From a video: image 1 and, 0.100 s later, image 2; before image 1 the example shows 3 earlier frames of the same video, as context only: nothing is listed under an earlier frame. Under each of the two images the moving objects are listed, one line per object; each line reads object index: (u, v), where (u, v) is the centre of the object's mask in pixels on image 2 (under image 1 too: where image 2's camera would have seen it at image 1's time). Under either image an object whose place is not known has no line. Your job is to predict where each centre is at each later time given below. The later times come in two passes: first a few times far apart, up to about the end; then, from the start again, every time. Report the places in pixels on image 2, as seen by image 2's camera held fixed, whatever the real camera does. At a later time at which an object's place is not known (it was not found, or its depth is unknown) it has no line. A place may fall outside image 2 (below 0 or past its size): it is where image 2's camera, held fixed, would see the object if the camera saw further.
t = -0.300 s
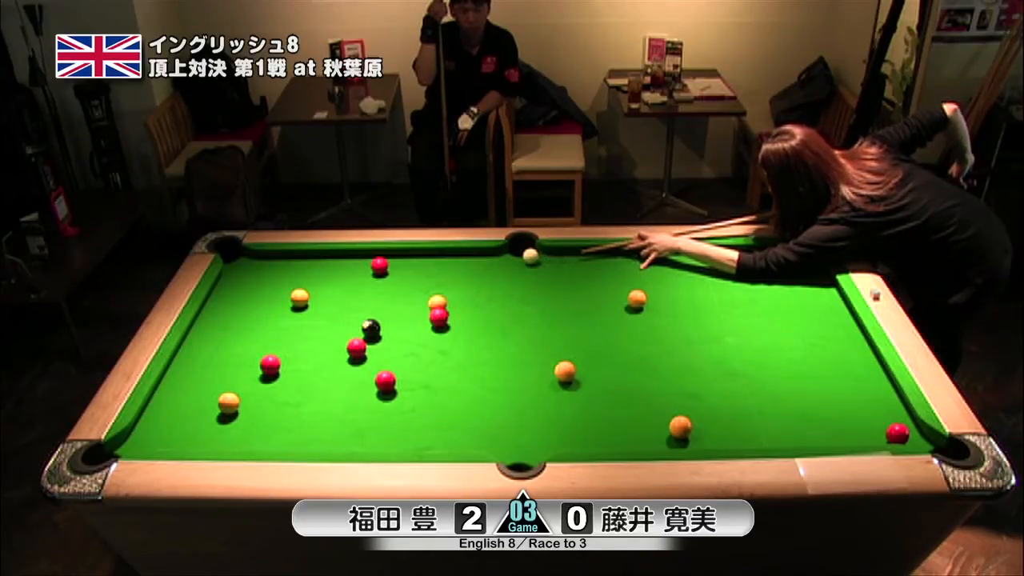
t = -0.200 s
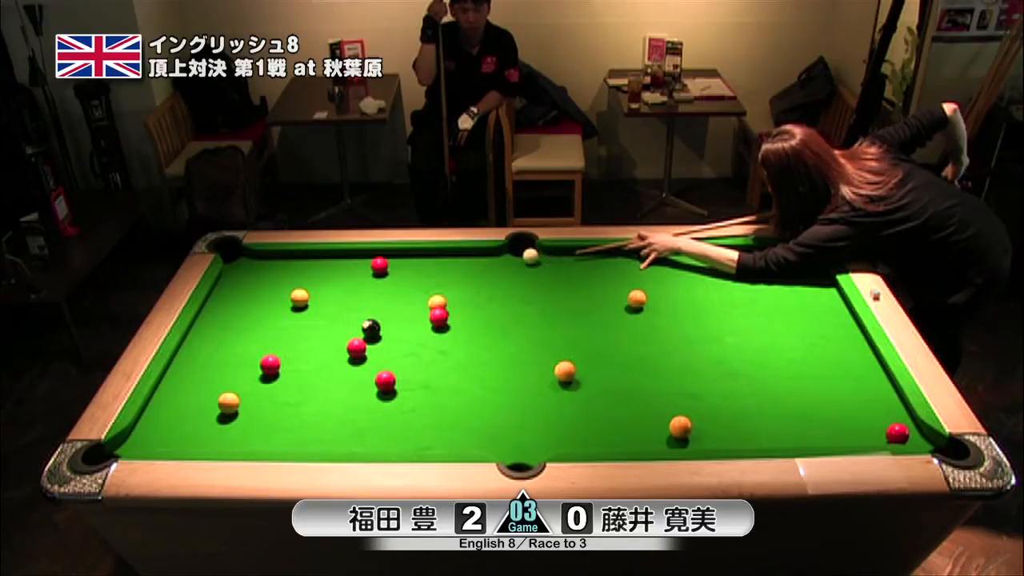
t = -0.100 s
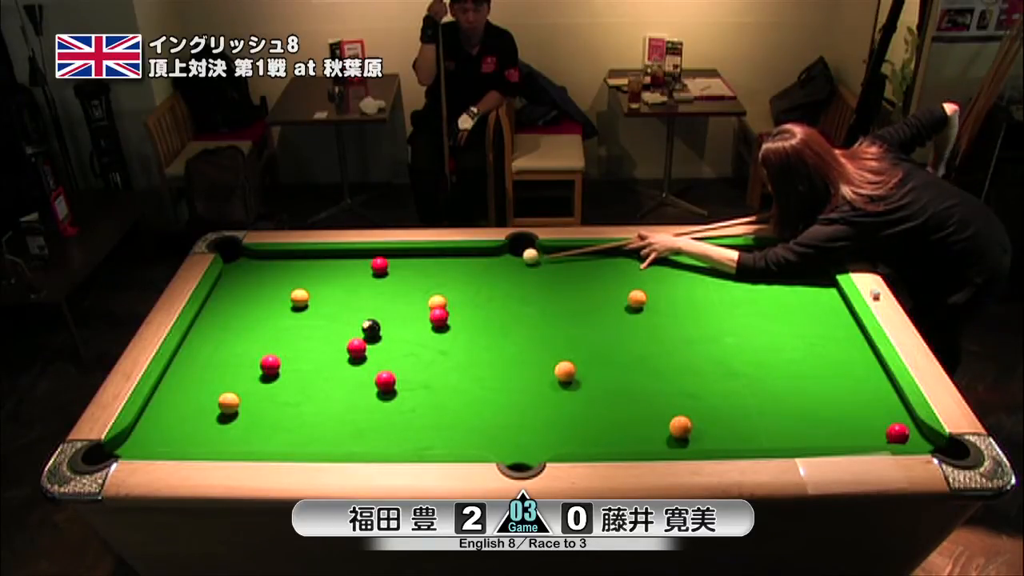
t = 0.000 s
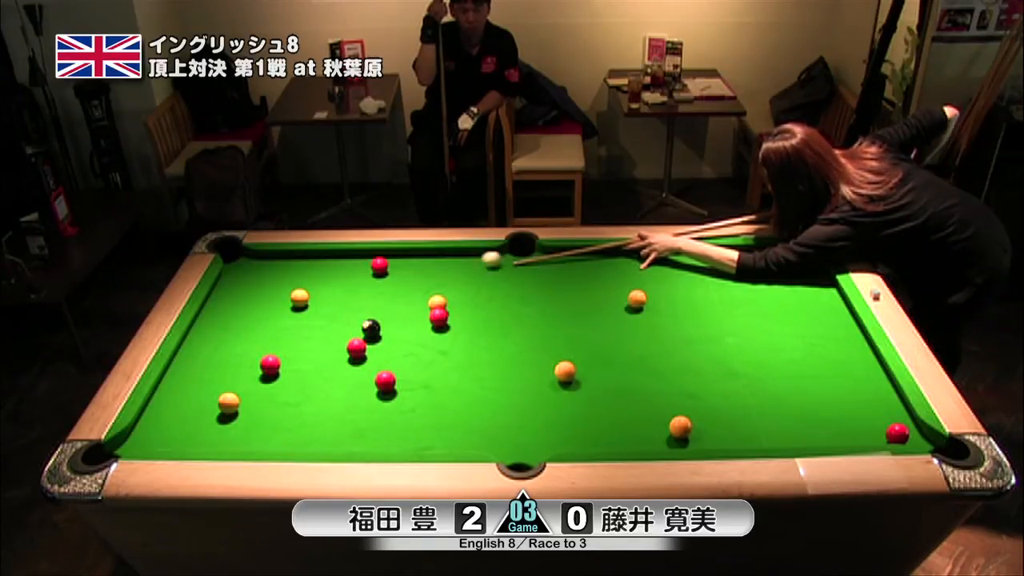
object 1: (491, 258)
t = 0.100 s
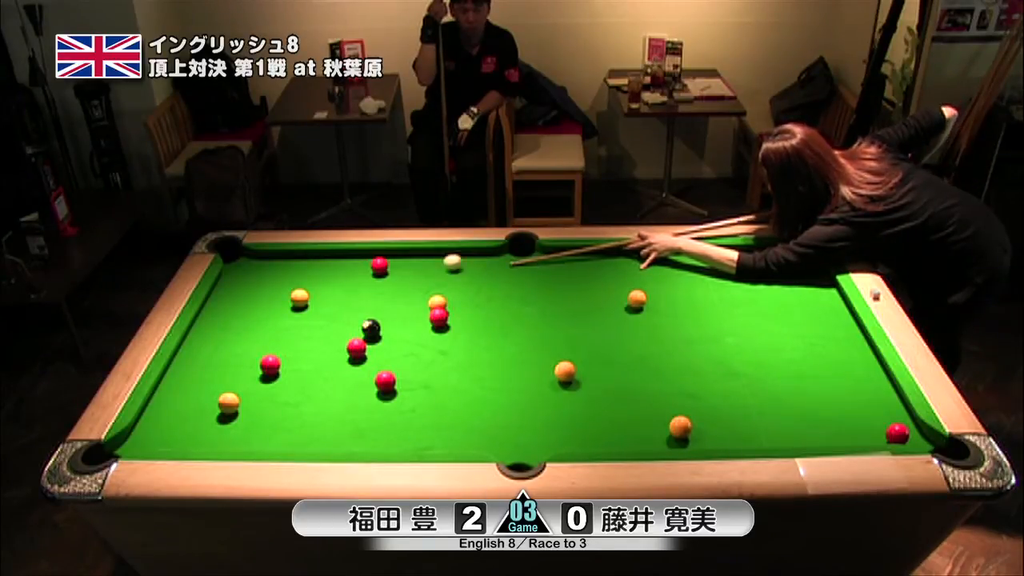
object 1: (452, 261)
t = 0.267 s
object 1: (406, 265)
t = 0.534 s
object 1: (388, 273)
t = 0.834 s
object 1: (377, 280)
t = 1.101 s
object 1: (370, 286)
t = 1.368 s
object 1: (363, 291)
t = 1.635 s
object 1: (359, 294)
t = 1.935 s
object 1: (355, 297)
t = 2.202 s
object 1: (355, 297)
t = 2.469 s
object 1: (355, 297)
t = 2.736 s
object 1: (355, 297)
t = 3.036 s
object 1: (355, 297)
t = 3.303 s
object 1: (355, 297)
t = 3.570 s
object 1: (355, 297)
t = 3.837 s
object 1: (355, 297)
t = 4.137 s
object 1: (355, 297)
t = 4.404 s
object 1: (355, 297)
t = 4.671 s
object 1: (355, 297)
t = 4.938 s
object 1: (355, 297)
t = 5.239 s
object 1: (355, 297)
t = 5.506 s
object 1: (355, 297)
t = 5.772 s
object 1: (355, 297)
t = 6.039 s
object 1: (355, 297)
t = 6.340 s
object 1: (355, 297)
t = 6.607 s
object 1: (355, 297)
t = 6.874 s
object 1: (355, 297)
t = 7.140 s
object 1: (355, 297)
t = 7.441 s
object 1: (355, 297)
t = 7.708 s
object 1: (355, 297)
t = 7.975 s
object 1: (355, 297)
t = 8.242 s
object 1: (355, 297)
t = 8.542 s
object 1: (355, 297)
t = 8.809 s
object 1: (355, 297)
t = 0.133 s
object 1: (441, 262)
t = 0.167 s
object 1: (431, 263)
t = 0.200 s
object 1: (422, 264)
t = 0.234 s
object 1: (414, 265)
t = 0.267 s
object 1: (406, 265)
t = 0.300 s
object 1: (399, 266)
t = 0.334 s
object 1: (395, 267)
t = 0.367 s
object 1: (394, 268)
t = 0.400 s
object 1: (393, 269)
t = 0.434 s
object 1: (392, 270)
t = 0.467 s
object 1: (390, 271)
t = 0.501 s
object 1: (389, 272)
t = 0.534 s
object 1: (388, 273)
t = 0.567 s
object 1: (387, 274)
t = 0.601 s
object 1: (385, 275)
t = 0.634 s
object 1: (384, 276)
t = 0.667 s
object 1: (383, 277)
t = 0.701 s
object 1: (382, 277)
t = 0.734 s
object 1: (381, 278)
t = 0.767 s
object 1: (380, 279)
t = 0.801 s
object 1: (378, 280)
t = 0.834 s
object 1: (377, 280)
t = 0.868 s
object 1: (376, 281)
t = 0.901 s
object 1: (375, 282)
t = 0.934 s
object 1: (374, 283)
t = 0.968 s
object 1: (373, 283)
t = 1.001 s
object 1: (372, 284)
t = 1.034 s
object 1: (371, 285)
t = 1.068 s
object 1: (370, 286)
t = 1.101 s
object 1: (370, 286)
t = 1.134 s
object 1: (369, 287)
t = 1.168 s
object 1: (368, 287)
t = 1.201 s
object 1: (367, 288)
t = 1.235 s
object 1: (366, 289)
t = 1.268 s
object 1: (365, 289)
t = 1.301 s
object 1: (365, 290)
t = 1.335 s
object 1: (364, 290)
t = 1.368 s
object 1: (363, 291)
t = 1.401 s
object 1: (363, 291)
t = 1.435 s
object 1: (362, 292)
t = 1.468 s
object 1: (361, 293)
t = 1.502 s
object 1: (361, 293)
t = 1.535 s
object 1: (360, 293)
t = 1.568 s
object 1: (360, 294)
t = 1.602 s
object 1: (359, 294)
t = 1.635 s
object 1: (359, 294)
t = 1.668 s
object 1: (358, 295)
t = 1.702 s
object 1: (358, 295)
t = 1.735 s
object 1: (357, 295)
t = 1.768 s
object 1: (357, 296)
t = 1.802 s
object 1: (356, 296)
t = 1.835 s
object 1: (356, 296)
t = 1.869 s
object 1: (356, 296)
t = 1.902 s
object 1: (355, 296)
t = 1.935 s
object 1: (355, 297)
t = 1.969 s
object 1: (355, 297)
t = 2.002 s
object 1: (355, 297)
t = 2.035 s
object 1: (355, 297)
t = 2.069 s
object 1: (355, 297)
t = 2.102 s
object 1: (355, 297)
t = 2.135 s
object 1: (355, 297)
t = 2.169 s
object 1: (355, 297)
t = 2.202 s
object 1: (355, 297)
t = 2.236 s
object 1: (355, 297)
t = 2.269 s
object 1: (355, 297)
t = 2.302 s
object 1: (355, 297)
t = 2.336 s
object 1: (355, 297)
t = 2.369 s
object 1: (355, 297)
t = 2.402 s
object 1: (355, 297)
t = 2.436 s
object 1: (355, 297)
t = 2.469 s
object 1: (355, 297)
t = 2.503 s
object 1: (355, 297)
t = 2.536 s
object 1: (355, 297)
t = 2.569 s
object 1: (355, 297)
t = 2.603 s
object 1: (355, 297)
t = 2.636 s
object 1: (355, 297)
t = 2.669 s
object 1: (355, 297)
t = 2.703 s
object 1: (355, 297)
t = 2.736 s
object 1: (355, 297)
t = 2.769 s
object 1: (355, 297)
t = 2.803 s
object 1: (355, 297)
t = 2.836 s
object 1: (355, 297)
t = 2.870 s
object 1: (355, 297)
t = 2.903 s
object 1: (355, 297)
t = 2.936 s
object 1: (355, 297)
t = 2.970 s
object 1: (355, 297)
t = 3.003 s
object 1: (355, 297)
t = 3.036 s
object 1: (355, 297)
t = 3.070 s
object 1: (355, 297)
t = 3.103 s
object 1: (355, 297)
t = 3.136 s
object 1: (355, 297)
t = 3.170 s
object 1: (355, 297)
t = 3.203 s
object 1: (355, 297)
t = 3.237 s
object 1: (355, 297)
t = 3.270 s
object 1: (355, 297)
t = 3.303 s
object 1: (355, 297)
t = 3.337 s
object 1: (355, 297)
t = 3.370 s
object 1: (355, 297)
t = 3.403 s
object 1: (355, 297)
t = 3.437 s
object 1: (355, 297)
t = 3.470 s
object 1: (355, 297)
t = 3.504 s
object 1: (355, 297)
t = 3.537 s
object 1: (355, 297)
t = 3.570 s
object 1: (355, 297)
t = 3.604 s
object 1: (355, 297)
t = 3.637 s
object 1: (355, 297)
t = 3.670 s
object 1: (355, 297)
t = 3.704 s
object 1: (355, 297)
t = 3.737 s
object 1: (355, 297)
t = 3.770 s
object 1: (355, 297)
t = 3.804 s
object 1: (355, 297)
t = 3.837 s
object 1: (355, 297)
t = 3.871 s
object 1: (355, 297)
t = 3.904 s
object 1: (355, 297)
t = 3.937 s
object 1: (355, 297)
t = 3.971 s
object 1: (355, 297)
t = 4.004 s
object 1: (355, 297)
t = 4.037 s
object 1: (355, 297)
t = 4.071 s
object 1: (355, 297)
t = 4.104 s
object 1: (355, 297)
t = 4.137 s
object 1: (355, 297)
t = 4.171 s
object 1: (355, 297)
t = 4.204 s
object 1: (355, 297)
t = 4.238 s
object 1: (355, 297)
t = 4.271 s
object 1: (355, 297)
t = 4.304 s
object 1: (355, 297)
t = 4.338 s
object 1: (355, 297)
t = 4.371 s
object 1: (355, 297)
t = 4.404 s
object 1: (355, 297)
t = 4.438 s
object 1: (355, 297)
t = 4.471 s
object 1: (355, 297)
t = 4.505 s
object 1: (355, 297)
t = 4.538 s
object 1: (355, 297)
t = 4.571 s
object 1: (355, 297)
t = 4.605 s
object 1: (355, 297)
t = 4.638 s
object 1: (355, 297)
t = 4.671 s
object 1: (355, 297)
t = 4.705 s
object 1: (355, 297)
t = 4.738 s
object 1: (355, 297)
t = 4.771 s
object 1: (355, 297)
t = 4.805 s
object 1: (355, 297)
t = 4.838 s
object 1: (355, 297)
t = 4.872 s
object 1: (355, 297)
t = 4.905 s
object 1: (355, 297)
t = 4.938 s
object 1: (355, 297)
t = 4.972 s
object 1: (355, 297)
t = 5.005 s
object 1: (355, 297)
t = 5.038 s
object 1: (355, 297)
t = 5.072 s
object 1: (355, 297)
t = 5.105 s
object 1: (355, 297)
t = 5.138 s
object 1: (355, 297)
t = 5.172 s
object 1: (355, 297)
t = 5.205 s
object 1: (355, 297)
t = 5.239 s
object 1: (355, 297)
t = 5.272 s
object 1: (355, 297)
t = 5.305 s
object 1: (355, 297)
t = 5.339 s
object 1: (355, 297)
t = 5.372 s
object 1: (355, 297)
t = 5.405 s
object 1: (355, 297)
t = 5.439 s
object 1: (355, 297)
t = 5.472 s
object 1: (355, 297)
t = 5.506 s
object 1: (355, 297)
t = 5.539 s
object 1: (355, 297)
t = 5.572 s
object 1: (355, 297)
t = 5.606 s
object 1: (355, 297)
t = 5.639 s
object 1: (355, 297)
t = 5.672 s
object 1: (355, 297)
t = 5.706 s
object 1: (355, 297)
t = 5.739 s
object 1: (355, 297)
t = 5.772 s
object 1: (355, 297)
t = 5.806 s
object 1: (355, 297)
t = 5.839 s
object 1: (355, 297)
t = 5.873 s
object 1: (355, 297)
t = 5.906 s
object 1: (355, 297)
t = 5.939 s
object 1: (355, 297)
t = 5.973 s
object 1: (355, 297)
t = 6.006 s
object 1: (355, 297)
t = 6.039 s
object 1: (355, 297)
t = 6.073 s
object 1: (355, 297)
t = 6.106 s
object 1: (355, 297)
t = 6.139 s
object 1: (355, 297)
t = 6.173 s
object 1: (355, 297)
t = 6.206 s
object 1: (355, 297)
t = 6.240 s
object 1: (355, 297)
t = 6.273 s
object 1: (355, 297)
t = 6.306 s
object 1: (355, 297)
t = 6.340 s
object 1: (355, 297)
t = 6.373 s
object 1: (355, 297)
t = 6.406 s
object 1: (355, 297)
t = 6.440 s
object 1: (355, 297)
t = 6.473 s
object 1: (355, 297)
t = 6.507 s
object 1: (355, 297)
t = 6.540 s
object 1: (355, 297)
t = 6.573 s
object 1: (355, 297)
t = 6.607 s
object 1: (355, 297)
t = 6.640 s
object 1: (355, 297)
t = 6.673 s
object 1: (355, 297)
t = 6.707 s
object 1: (355, 297)
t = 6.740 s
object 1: (355, 297)
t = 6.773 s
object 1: (355, 297)
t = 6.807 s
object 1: (355, 297)
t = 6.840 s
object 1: (355, 297)
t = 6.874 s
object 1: (355, 297)
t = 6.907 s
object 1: (355, 297)
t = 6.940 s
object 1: (355, 297)
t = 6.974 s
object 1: (355, 297)
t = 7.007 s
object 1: (355, 297)
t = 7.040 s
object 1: (355, 297)
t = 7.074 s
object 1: (355, 297)
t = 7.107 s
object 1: (355, 297)
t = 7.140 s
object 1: (355, 297)
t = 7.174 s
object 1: (355, 297)
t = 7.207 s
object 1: (355, 297)
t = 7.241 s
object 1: (355, 297)
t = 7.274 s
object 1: (355, 297)
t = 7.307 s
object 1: (355, 297)
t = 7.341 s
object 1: (355, 297)
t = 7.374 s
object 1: (355, 297)
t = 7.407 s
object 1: (355, 297)
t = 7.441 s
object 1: (355, 297)
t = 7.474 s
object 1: (355, 297)
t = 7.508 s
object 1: (355, 297)
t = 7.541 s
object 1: (355, 297)
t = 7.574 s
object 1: (355, 297)
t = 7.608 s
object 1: (355, 297)
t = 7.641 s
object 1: (355, 297)
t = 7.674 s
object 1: (355, 297)
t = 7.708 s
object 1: (355, 297)
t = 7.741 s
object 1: (355, 297)
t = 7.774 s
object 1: (355, 297)
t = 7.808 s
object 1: (355, 297)
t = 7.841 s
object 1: (355, 297)
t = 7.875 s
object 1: (355, 297)
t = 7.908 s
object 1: (355, 297)
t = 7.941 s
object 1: (355, 297)
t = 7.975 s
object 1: (355, 297)
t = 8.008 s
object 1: (355, 297)
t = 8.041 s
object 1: (355, 297)
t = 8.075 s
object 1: (355, 297)
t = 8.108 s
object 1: (355, 297)
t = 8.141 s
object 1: (355, 297)
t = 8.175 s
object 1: (355, 297)
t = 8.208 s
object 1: (355, 297)
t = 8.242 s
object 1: (355, 297)
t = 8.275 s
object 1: (355, 297)
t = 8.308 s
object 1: (355, 297)
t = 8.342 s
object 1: (355, 297)
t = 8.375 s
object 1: (355, 297)
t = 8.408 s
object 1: (355, 297)
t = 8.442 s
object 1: (355, 297)
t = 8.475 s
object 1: (355, 297)
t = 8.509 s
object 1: (355, 297)
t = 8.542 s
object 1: (355, 297)
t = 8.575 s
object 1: (355, 297)
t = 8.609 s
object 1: (355, 297)
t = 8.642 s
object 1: (355, 297)
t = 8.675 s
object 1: (355, 297)
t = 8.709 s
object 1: (355, 297)
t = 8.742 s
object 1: (355, 297)
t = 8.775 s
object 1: (355, 297)
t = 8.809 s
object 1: (355, 297)
